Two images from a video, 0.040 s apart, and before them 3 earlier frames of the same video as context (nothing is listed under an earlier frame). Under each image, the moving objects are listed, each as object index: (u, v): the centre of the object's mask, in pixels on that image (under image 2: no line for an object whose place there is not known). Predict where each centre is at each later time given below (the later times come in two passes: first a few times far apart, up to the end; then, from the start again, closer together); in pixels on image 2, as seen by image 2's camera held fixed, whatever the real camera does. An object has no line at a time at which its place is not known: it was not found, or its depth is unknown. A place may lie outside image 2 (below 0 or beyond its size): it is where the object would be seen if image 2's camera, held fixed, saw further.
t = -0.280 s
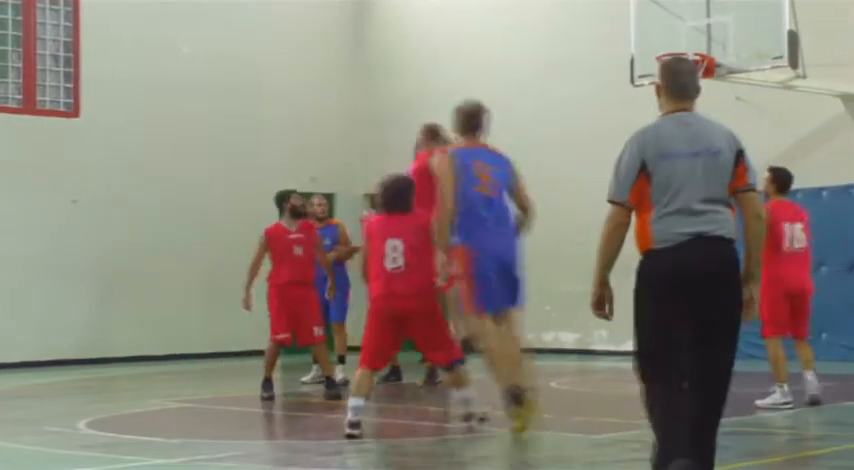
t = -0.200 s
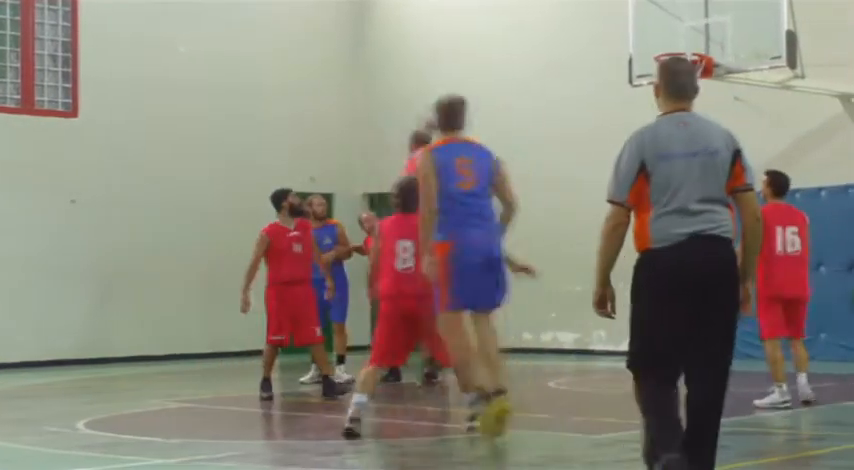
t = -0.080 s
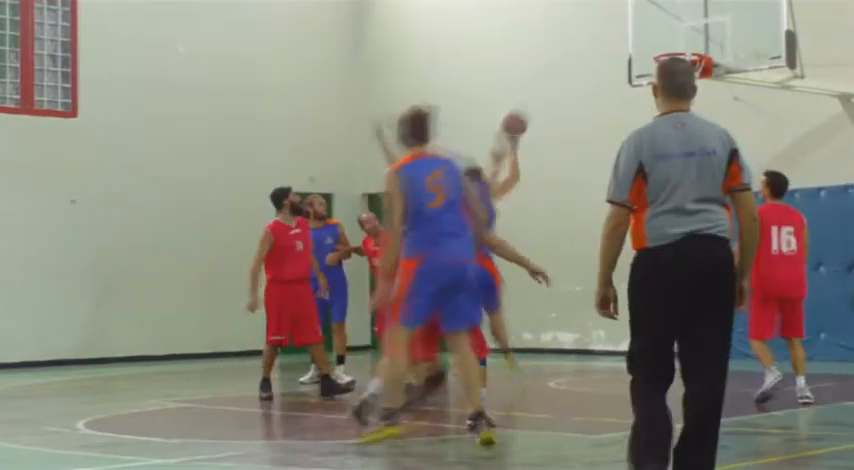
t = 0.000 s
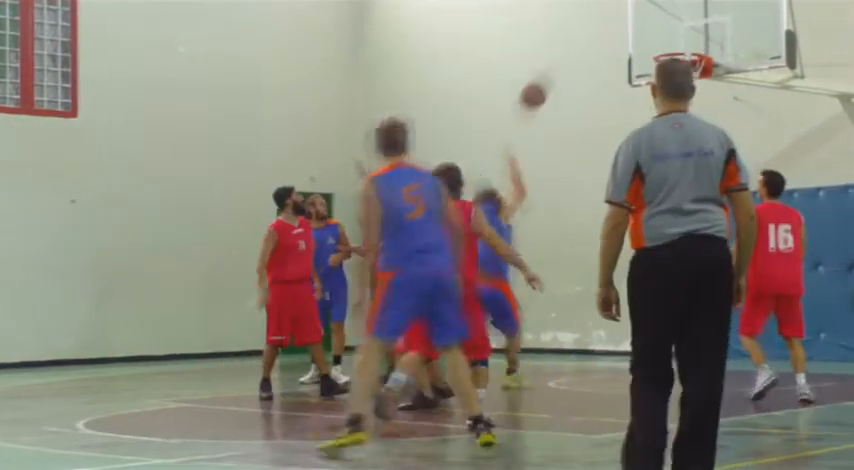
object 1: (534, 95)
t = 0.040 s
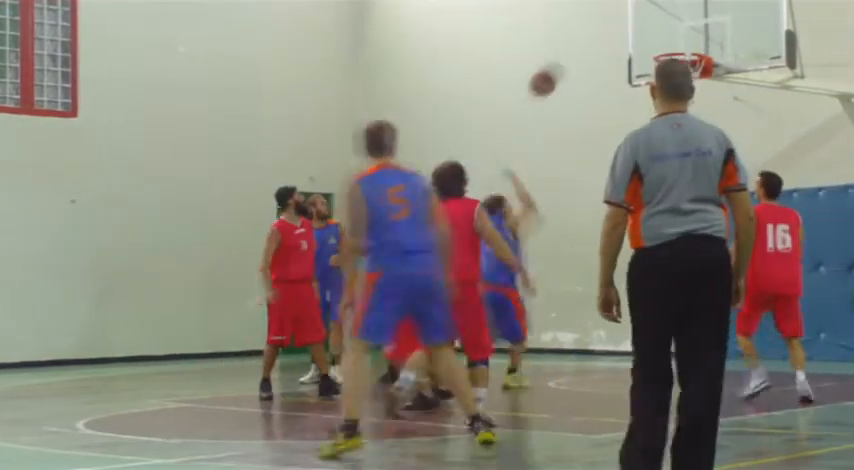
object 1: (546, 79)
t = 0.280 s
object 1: (608, 30)
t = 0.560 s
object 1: (680, 43)
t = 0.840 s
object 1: (694, 77)
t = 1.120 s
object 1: (699, 73)
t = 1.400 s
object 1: (673, 99)
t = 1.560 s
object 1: (676, 113)
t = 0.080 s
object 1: (556, 68)
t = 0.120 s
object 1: (565, 58)
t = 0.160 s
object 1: (577, 48)
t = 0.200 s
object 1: (587, 41)
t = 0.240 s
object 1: (597, 35)
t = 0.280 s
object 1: (608, 30)
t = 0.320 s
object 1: (619, 28)
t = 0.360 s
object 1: (628, 27)
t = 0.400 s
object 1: (639, 27)
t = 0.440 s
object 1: (649, 29)
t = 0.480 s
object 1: (660, 33)
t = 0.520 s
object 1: (671, 38)
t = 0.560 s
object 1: (680, 43)
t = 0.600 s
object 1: (690, 52)
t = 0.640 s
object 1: (680, 54)
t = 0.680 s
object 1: (673, 59)
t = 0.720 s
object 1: (677, 65)
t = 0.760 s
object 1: (682, 71)
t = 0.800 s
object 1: (690, 77)
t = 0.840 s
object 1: (694, 77)
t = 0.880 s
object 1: (696, 78)
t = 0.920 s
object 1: (697, 76)
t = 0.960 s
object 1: (697, 76)
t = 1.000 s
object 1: (697, 76)
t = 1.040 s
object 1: (697, 77)
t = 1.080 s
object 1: (698, 79)
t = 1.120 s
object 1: (699, 73)
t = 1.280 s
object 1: (675, 99)
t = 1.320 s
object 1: (673, 99)
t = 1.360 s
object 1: (672, 98)
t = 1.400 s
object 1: (673, 99)
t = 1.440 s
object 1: (672, 100)
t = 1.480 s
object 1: (674, 102)
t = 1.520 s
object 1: (675, 107)
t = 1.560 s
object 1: (676, 113)
